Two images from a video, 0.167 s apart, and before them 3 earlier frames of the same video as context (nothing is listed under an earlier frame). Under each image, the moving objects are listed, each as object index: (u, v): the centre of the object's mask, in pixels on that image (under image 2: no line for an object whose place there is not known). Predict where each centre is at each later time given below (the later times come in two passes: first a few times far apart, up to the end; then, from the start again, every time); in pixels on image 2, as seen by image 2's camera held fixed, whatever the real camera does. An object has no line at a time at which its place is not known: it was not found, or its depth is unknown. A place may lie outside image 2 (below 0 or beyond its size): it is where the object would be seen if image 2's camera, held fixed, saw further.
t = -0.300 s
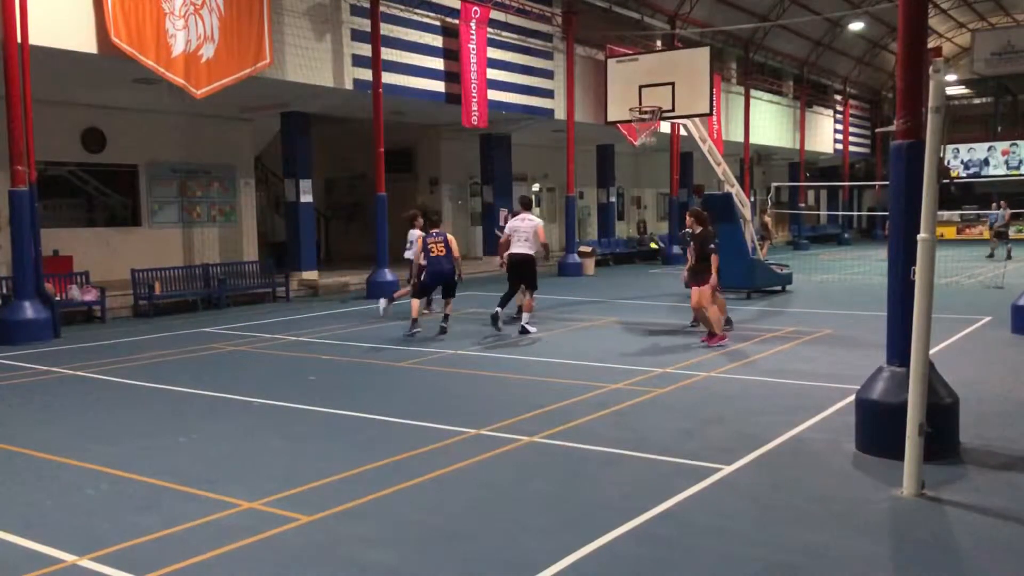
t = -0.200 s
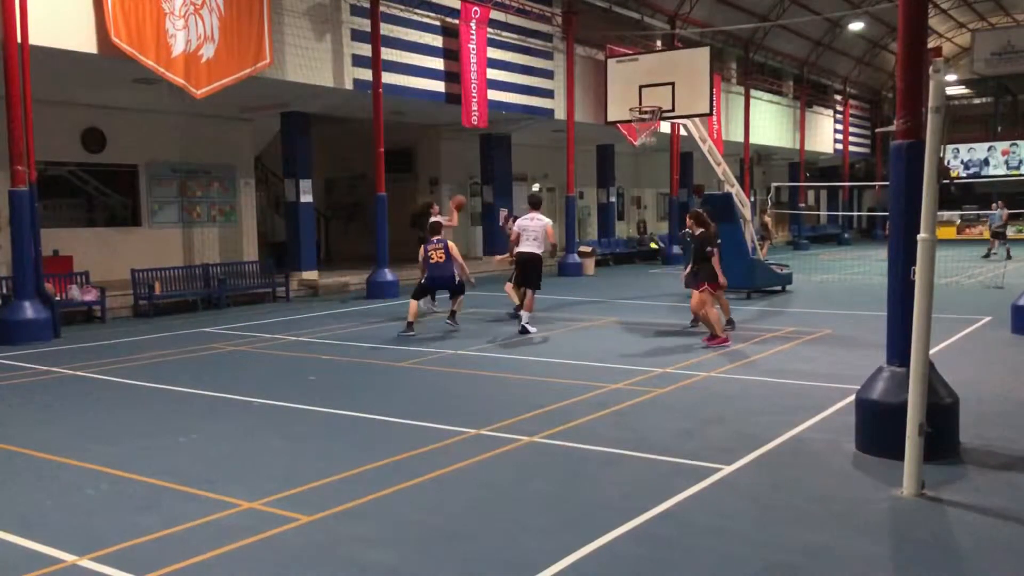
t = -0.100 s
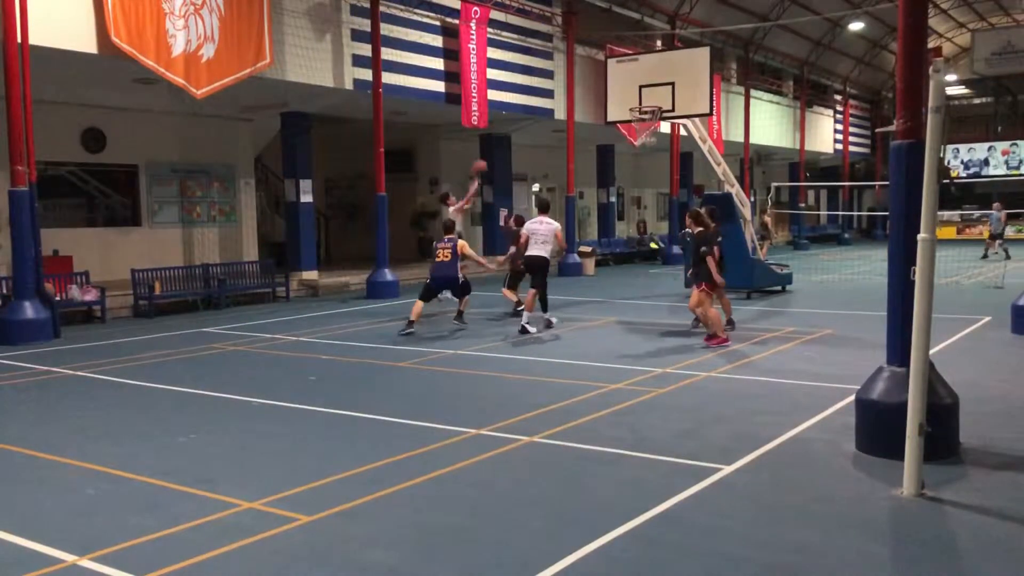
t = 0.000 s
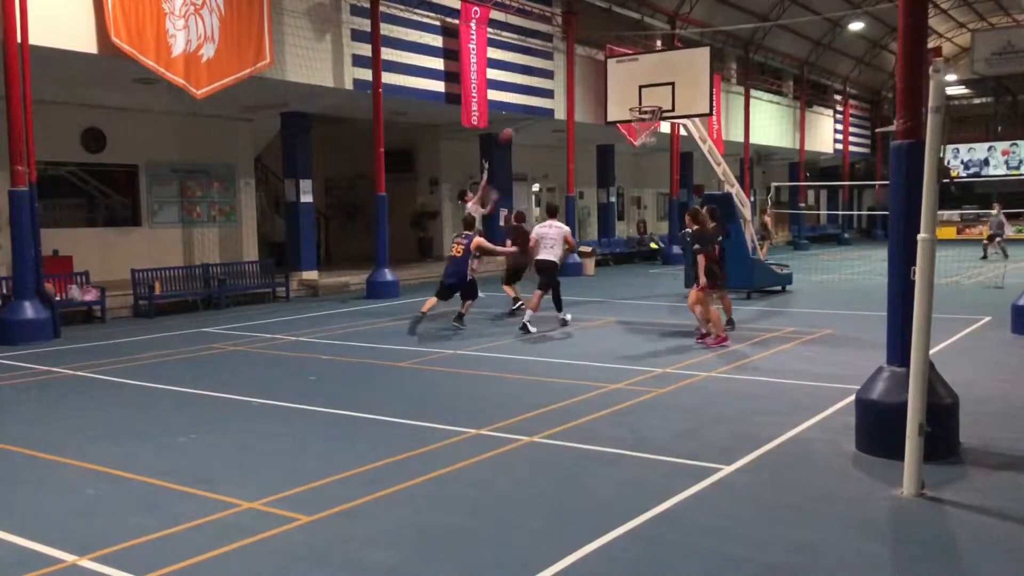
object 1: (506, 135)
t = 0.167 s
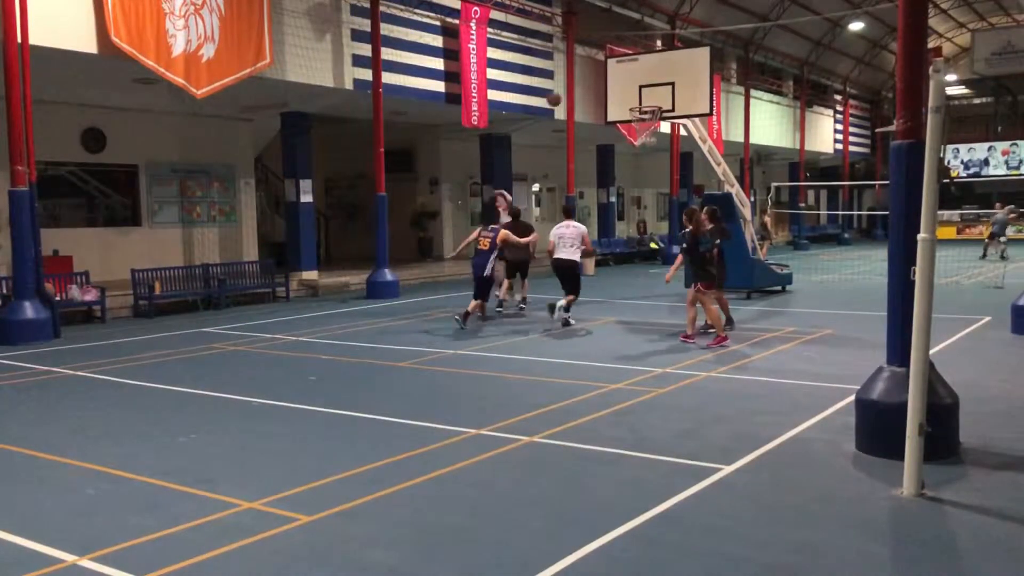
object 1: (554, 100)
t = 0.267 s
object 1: (582, 85)
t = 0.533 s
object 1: (633, 79)
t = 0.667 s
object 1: (641, 93)
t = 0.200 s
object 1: (563, 93)
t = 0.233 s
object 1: (572, 90)
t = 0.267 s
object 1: (582, 85)
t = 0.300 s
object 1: (592, 81)
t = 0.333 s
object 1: (600, 78)
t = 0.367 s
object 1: (611, 77)
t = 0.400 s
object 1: (620, 77)
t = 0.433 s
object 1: (629, 77)
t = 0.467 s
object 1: (630, 77)
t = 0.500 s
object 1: (632, 77)
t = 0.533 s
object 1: (633, 79)
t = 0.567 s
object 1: (635, 81)
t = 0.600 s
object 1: (637, 84)
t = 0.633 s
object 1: (639, 88)
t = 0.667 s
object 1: (641, 93)
